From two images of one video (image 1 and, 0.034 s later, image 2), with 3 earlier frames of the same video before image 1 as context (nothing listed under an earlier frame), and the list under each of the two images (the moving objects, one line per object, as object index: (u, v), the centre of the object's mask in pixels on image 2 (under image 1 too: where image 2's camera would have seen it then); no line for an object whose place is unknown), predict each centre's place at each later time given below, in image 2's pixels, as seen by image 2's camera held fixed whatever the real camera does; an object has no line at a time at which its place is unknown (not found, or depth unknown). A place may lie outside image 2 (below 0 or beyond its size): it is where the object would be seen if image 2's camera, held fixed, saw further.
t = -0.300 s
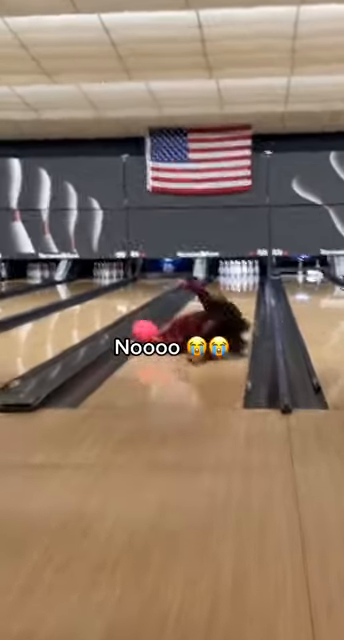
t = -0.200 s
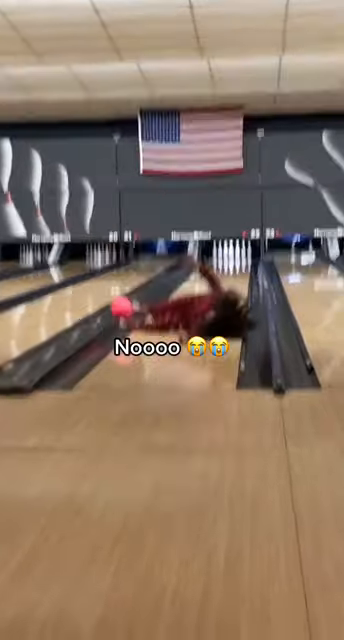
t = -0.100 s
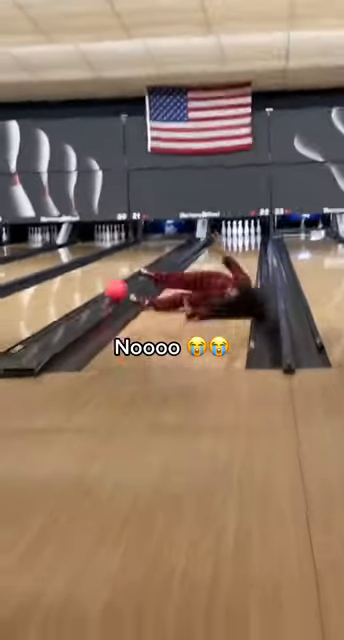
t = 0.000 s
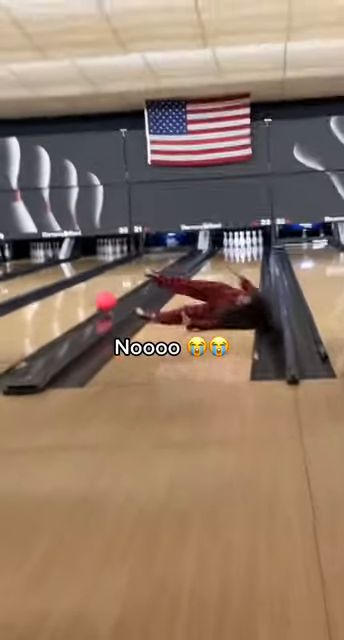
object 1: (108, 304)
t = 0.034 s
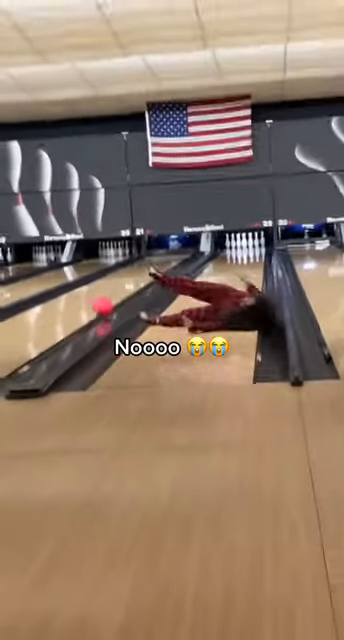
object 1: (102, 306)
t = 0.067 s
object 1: (97, 308)
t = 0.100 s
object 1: (93, 312)
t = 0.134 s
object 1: (90, 309)
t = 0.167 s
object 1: (88, 310)
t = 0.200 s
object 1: (87, 309)
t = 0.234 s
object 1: (86, 310)
